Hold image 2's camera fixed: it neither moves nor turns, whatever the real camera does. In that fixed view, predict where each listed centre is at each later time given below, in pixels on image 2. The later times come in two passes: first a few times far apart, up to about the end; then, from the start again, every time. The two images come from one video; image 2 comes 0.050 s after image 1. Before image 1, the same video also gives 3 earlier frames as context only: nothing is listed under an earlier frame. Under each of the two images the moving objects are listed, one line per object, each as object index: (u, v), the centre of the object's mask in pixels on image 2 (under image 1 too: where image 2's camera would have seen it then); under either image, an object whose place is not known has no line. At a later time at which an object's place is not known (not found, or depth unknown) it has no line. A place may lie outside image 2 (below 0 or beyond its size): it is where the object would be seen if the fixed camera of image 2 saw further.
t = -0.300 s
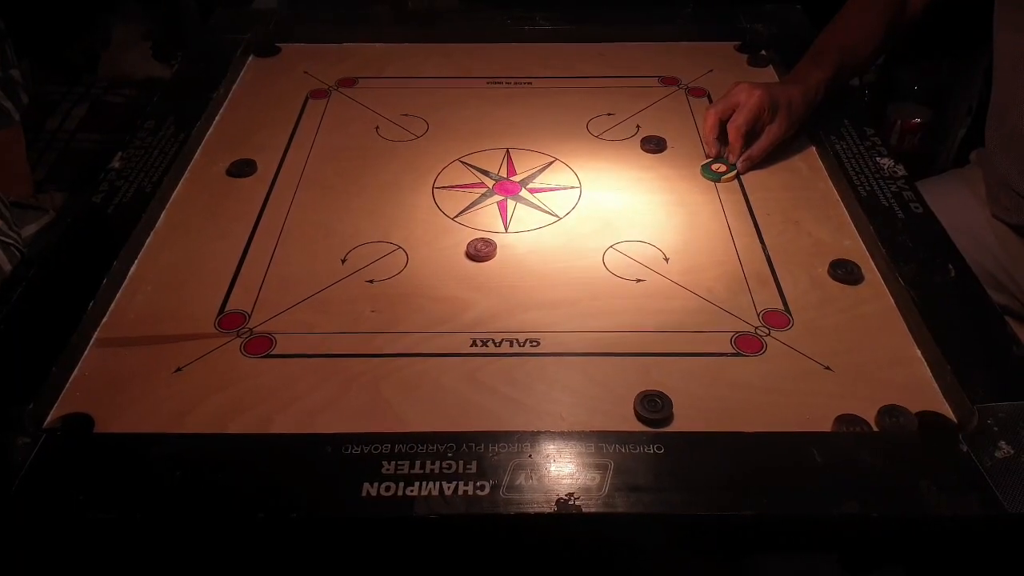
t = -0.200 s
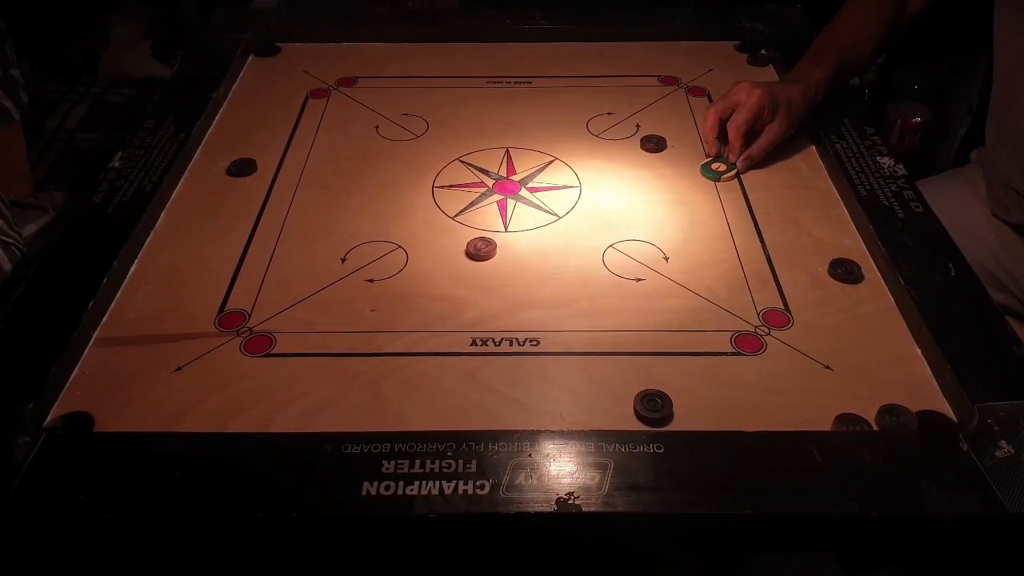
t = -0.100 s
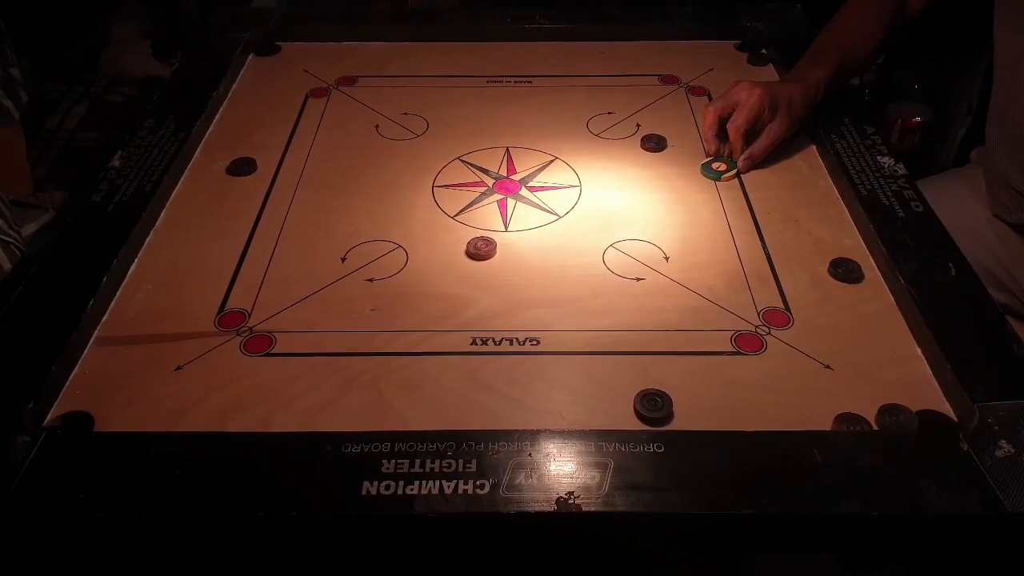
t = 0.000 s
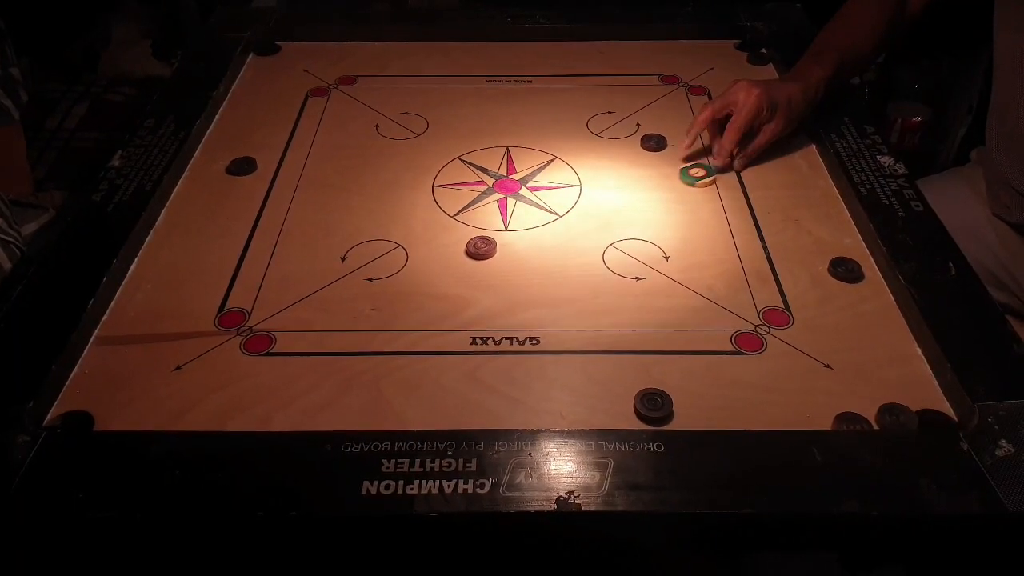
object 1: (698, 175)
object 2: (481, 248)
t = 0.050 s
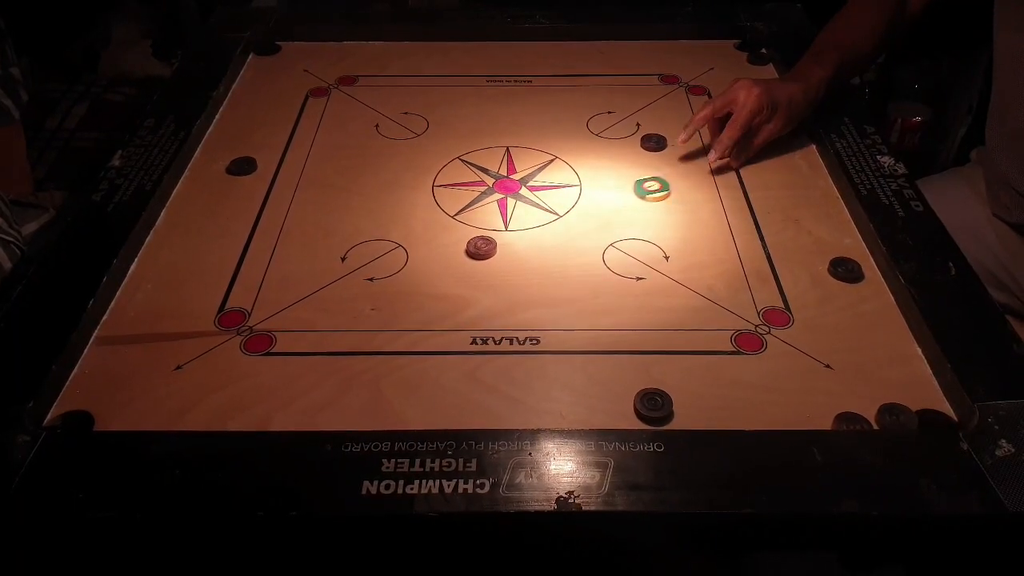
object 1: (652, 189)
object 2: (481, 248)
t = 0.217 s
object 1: (504, 232)
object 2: (478, 249)
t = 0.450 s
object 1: (400, 244)
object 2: (239, 377)
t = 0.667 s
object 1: (344, 248)
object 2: (92, 401)
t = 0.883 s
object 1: (330, 249)
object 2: (115, 367)
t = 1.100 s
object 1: (330, 249)
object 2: (117, 366)
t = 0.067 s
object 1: (637, 193)
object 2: (481, 248)
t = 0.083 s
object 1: (622, 198)
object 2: (481, 248)
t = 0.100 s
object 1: (607, 202)
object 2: (481, 248)
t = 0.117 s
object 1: (592, 207)
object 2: (481, 248)
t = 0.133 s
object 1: (577, 211)
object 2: (481, 248)
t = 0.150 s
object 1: (562, 216)
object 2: (481, 247)
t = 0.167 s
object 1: (547, 220)
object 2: (481, 248)
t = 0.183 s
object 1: (532, 224)
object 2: (481, 248)
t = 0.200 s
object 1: (517, 228)
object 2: (481, 248)
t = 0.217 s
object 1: (504, 232)
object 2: (478, 249)
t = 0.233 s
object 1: (495, 233)
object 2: (462, 258)
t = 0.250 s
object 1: (486, 234)
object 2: (445, 268)
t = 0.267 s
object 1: (477, 235)
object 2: (429, 277)
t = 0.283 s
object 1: (469, 236)
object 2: (412, 286)
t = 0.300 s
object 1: (461, 237)
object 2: (395, 295)
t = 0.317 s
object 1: (453, 238)
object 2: (378, 304)
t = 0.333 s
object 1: (446, 239)
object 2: (361, 313)
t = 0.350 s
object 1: (439, 240)
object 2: (344, 322)
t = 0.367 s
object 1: (432, 240)
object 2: (326, 331)
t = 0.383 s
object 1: (425, 241)
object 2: (309, 340)
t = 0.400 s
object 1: (418, 242)
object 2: (291, 350)
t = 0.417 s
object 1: (412, 242)
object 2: (273, 360)
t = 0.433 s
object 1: (406, 243)
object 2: (255, 369)
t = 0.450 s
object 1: (400, 244)
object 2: (239, 377)
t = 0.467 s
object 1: (394, 244)
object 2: (222, 385)
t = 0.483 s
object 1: (388, 244)
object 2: (205, 393)
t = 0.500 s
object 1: (383, 245)
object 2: (188, 403)
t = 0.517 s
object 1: (378, 246)
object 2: (172, 410)
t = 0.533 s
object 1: (374, 246)
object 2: (156, 416)
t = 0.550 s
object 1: (369, 246)
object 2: (141, 420)
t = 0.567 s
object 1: (364, 246)
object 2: (128, 423)
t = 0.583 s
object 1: (361, 247)
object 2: (120, 421)
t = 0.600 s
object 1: (357, 248)
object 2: (115, 417)
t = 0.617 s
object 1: (353, 248)
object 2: (109, 414)
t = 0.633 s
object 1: (350, 248)
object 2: (104, 409)
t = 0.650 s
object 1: (347, 248)
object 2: (98, 405)
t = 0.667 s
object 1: (344, 248)
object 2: (92, 401)
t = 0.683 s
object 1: (342, 248)
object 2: (87, 397)
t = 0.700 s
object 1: (340, 249)
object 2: (82, 394)
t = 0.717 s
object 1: (338, 249)
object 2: (79, 390)
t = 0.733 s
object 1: (336, 249)
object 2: (81, 387)
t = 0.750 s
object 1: (334, 249)
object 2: (87, 384)
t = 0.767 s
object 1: (333, 249)
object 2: (91, 381)
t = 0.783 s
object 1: (332, 249)
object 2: (96, 378)
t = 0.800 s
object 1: (331, 249)
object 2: (101, 375)
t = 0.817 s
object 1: (331, 249)
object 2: (104, 373)
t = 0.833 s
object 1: (330, 249)
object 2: (108, 371)
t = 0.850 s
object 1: (330, 249)
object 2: (110, 370)
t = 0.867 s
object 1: (330, 249)
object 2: (113, 368)
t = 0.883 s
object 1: (330, 249)
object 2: (115, 367)
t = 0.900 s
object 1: (330, 249)
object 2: (116, 367)
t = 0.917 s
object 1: (330, 249)
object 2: (117, 366)
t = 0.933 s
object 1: (330, 249)
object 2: (117, 367)
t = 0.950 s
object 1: (330, 249)
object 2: (117, 366)
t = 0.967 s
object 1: (330, 249)
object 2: (117, 366)
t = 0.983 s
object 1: (330, 249)
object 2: (117, 366)
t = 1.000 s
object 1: (330, 249)
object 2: (117, 366)
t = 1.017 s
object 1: (330, 249)
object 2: (117, 366)
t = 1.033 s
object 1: (330, 249)
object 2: (117, 366)
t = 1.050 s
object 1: (330, 249)
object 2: (117, 366)
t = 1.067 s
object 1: (330, 249)
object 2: (117, 366)
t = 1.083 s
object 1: (330, 249)
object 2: (117, 366)
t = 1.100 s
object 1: (330, 249)
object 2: (117, 366)
